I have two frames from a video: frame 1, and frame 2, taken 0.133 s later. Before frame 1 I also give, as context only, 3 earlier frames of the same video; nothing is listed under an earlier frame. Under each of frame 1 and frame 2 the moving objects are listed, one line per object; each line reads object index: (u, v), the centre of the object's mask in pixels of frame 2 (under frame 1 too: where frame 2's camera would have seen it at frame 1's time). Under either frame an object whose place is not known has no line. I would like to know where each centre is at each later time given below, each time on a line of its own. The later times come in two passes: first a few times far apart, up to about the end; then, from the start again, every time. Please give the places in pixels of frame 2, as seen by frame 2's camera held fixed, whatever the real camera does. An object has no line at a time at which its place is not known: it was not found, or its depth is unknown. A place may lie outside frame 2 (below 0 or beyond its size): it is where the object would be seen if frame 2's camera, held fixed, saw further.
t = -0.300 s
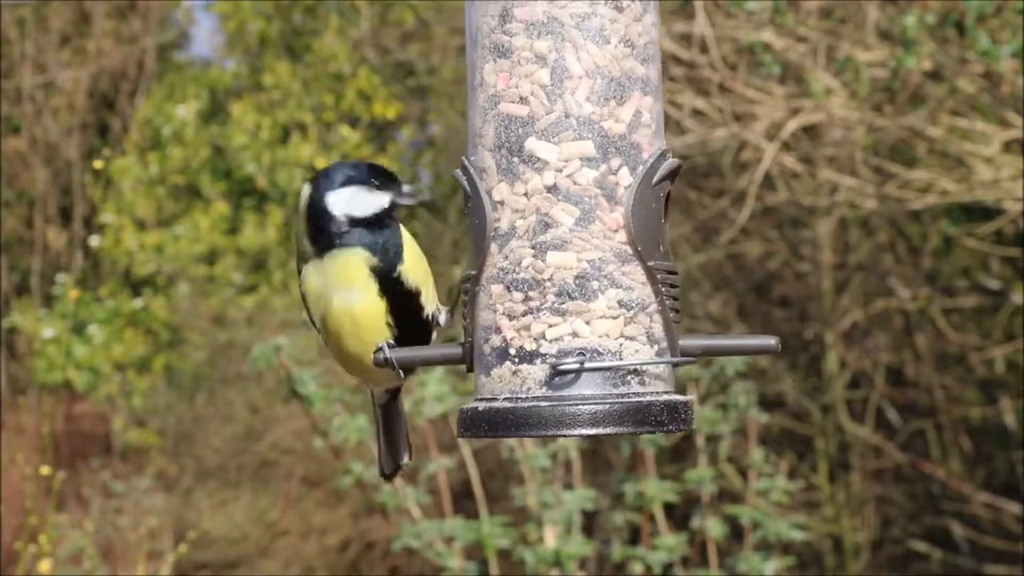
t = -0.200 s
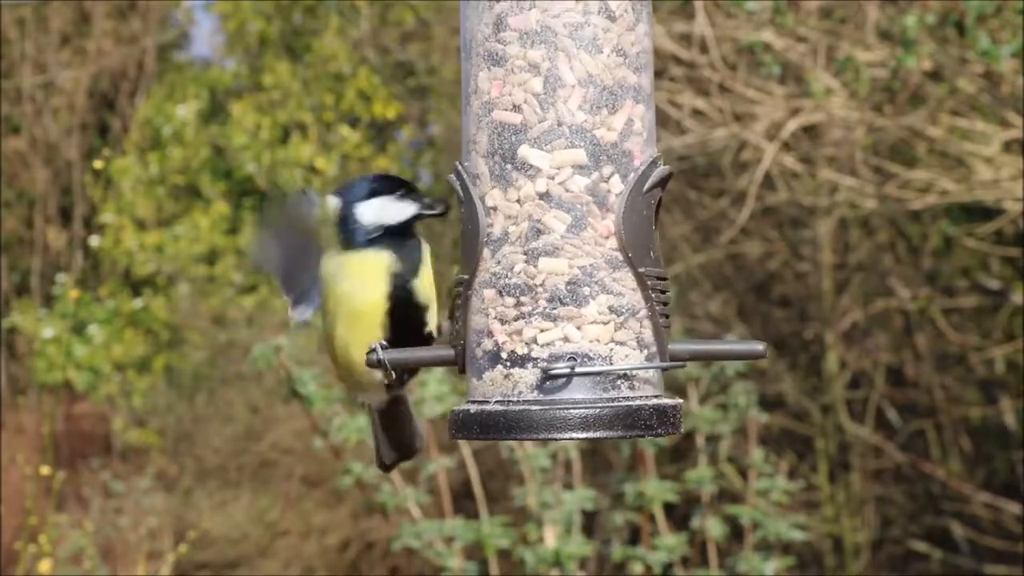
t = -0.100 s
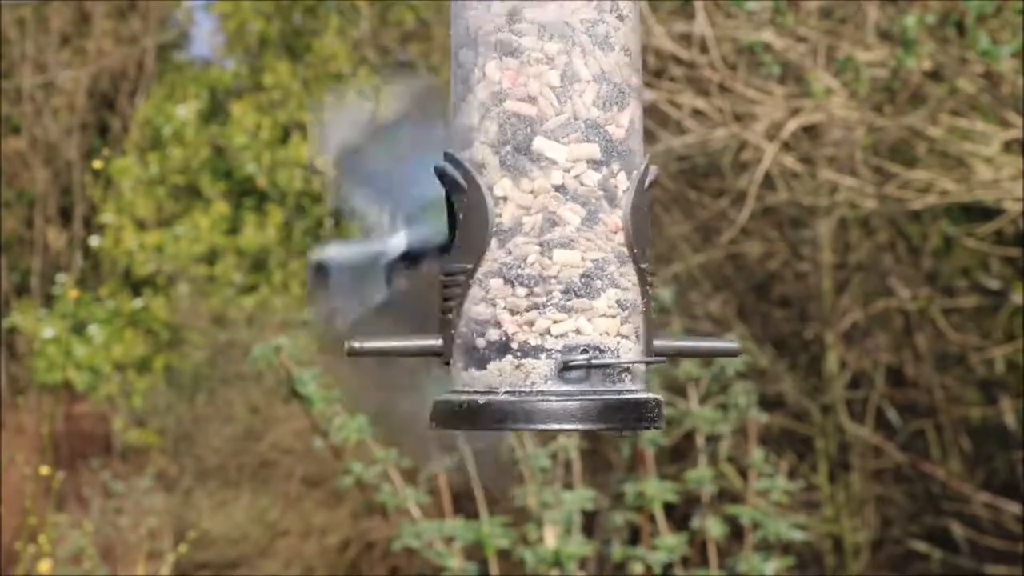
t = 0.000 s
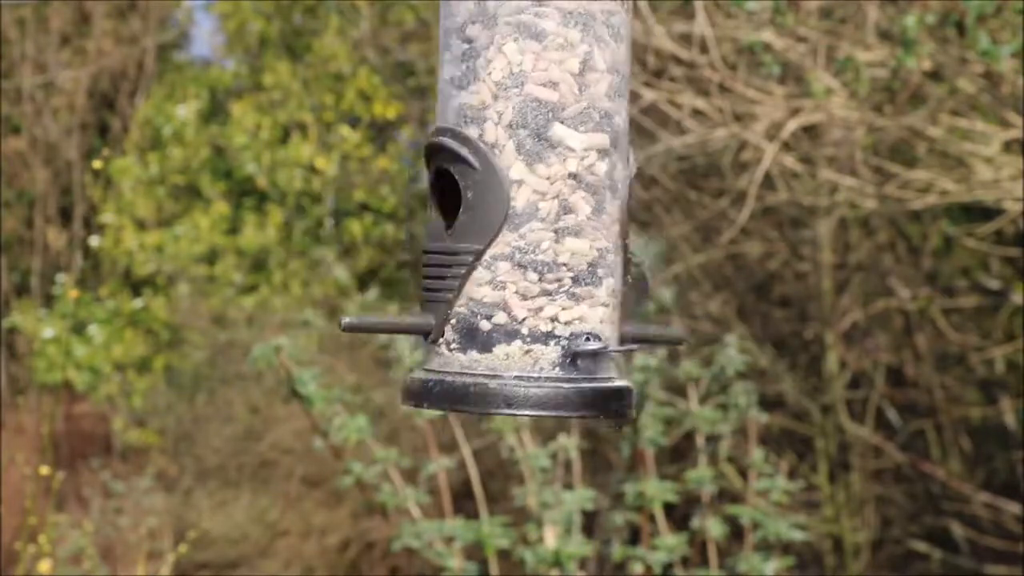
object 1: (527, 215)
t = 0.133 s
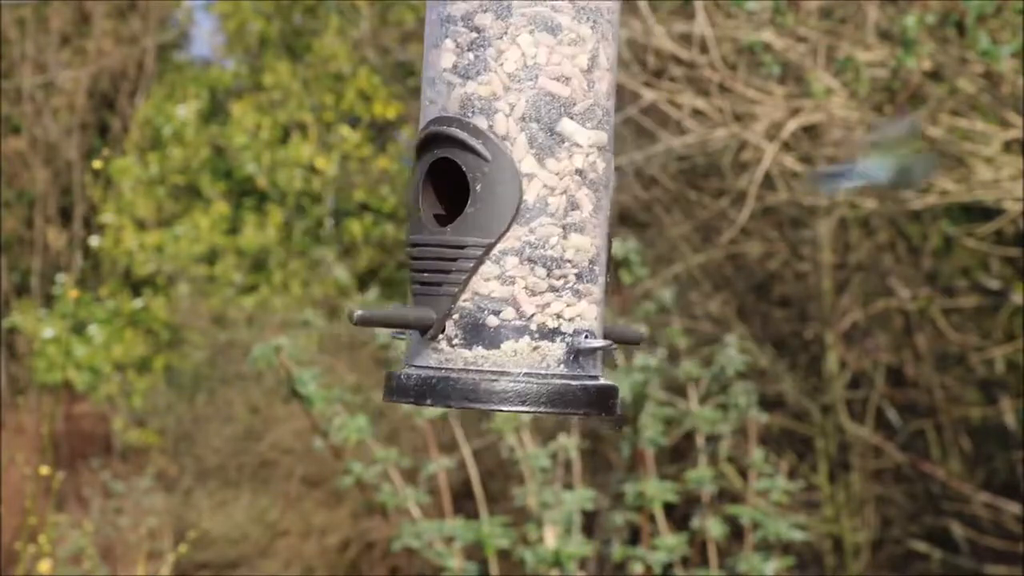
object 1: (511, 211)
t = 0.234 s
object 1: (507, 223)
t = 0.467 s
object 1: (536, 216)
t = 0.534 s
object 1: (548, 214)
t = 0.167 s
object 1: (509, 215)
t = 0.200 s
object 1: (507, 219)
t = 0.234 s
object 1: (507, 223)
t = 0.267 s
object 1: (507, 226)
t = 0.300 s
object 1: (509, 228)
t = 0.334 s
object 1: (511, 228)
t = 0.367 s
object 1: (517, 226)
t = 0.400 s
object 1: (523, 223)
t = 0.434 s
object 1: (530, 220)
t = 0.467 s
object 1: (536, 216)
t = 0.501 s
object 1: (542, 215)
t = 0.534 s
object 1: (548, 214)
